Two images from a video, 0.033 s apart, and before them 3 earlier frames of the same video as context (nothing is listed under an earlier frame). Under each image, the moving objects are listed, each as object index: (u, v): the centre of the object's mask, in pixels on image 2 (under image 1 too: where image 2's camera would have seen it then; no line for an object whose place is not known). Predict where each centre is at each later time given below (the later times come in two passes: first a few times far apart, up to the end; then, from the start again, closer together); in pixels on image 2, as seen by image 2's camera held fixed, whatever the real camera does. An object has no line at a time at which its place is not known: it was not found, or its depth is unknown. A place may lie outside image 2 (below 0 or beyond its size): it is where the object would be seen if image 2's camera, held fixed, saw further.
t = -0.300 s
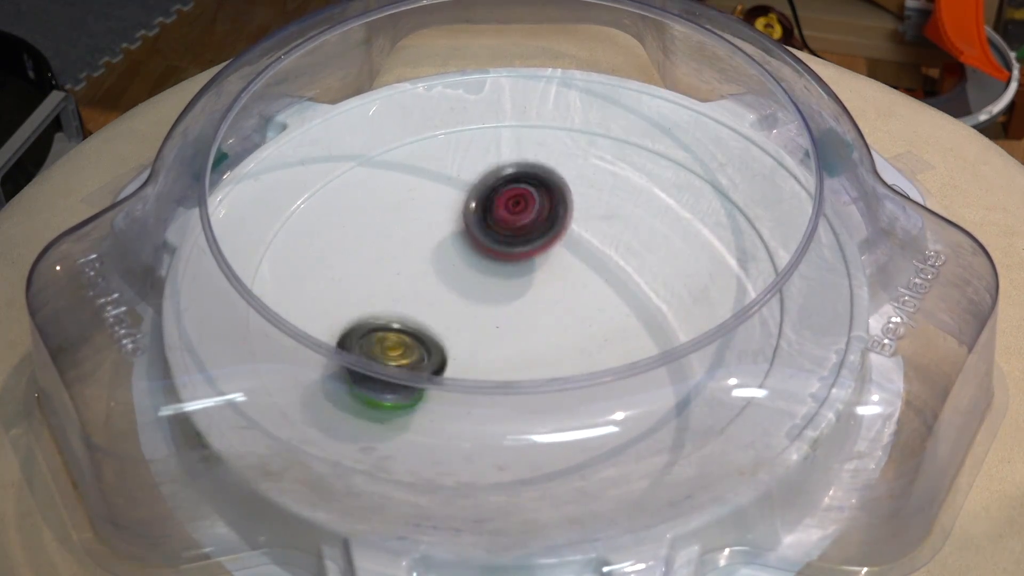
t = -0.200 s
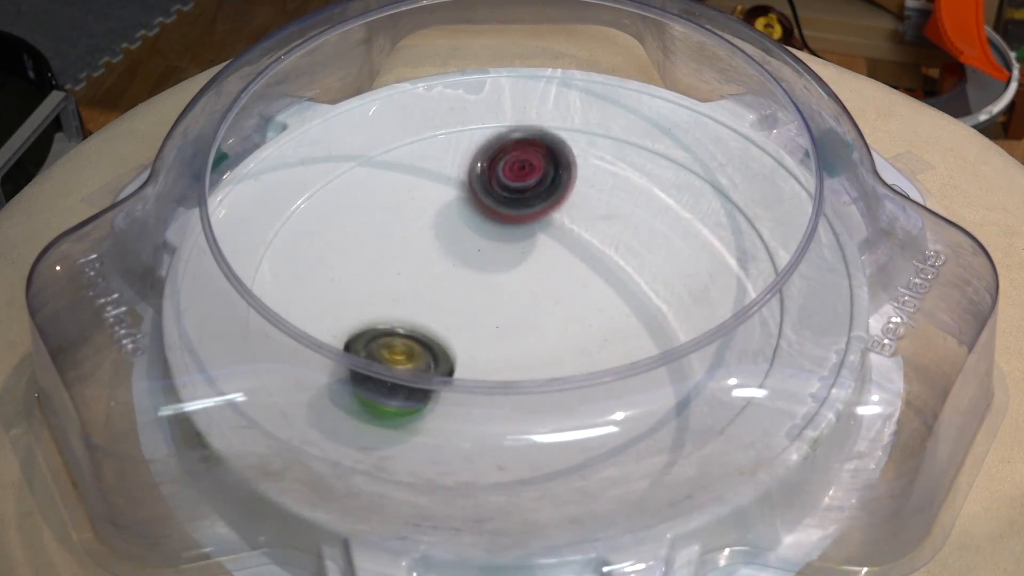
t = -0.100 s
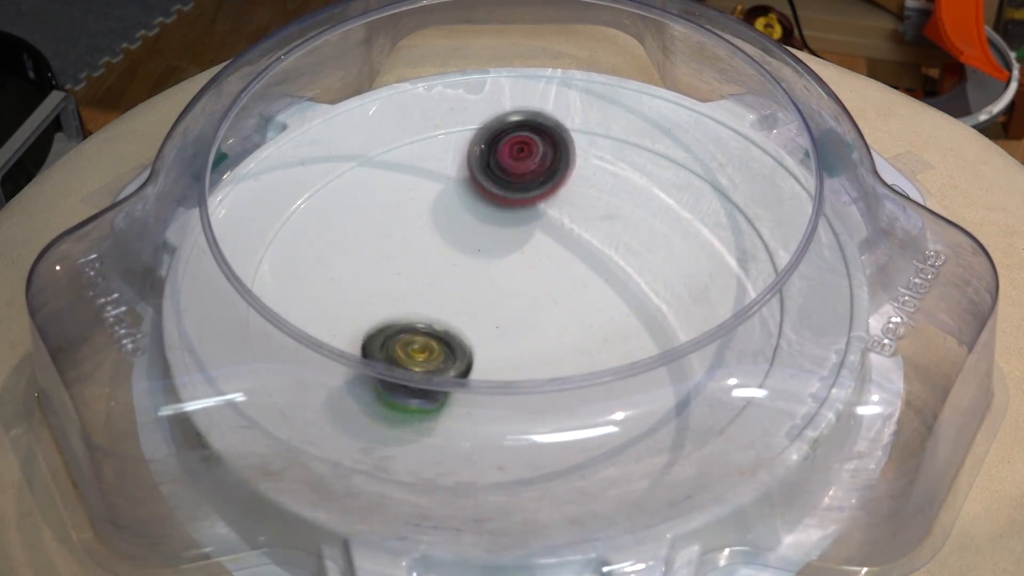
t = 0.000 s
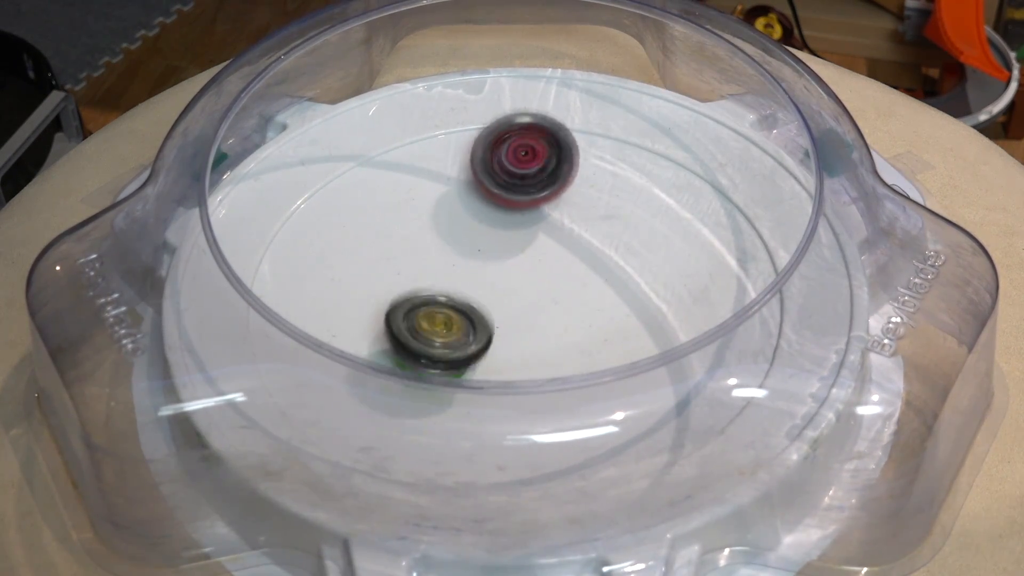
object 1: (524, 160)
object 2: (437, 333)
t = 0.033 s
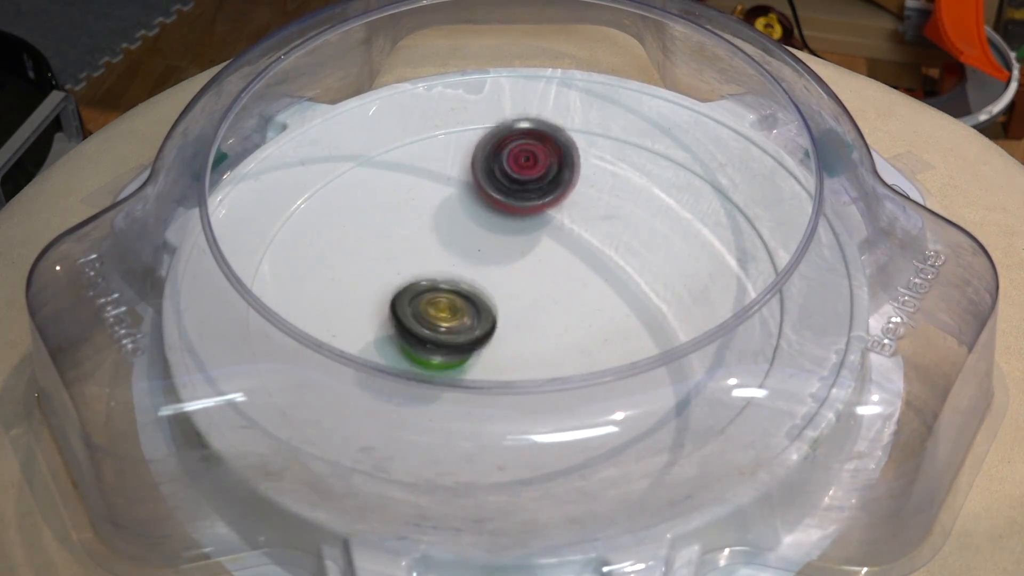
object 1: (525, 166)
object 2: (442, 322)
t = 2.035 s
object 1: (449, 267)
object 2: (669, 350)
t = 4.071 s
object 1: (706, 221)
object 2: (425, 304)
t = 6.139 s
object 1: (532, 348)
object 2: (562, 276)
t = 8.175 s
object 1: (443, 324)
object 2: (551, 268)
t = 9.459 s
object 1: (462, 267)
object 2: (554, 318)
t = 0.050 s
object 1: (525, 169)
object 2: (442, 315)
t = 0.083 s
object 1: (524, 177)
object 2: (444, 300)
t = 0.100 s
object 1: (523, 182)
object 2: (445, 292)
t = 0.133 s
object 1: (519, 191)
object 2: (446, 278)
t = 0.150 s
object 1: (517, 197)
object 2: (445, 273)
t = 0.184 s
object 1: (522, 197)
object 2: (431, 269)
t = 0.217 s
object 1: (533, 194)
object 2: (414, 269)
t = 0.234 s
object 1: (536, 194)
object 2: (405, 268)
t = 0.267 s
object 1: (541, 193)
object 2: (388, 269)
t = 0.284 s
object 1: (543, 193)
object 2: (381, 271)
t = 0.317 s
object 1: (543, 196)
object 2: (375, 274)
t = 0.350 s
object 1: (540, 202)
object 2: (374, 278)
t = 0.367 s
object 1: (537, 206)
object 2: (376, 280)
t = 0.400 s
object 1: (528, 215)
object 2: (382, 284)
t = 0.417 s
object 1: (521, 219)
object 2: (385, 285)
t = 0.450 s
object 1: (510, 227)
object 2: (396, 290)
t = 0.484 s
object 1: (500, 235)
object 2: (410, 294)
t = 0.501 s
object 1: (498, 237)
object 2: (414, 297)
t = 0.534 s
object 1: (506, 233)
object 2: (414, 311)
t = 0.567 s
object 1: (510, 229)
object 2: (413, 319)
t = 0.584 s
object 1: (513, 228)
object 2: (413, 322)
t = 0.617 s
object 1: (518, 227)
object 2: (422, 327)
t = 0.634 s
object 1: (520, 227)
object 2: (427, 328)
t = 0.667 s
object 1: (520, 227)
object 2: (443, 332)
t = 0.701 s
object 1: (517, 229)
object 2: (462, 330)
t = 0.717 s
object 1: (514, 231)
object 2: (470, 328)
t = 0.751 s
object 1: (509, 236)
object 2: (489, 322)
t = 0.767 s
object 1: (506, 233)
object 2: (497, 325)
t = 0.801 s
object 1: (503, 221)
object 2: (511, 333)
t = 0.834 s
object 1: (500, 213)
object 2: (525, 335)
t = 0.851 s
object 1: (500, 211)
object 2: (530, 336)
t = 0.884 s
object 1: (498, 208)
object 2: (545, 335)
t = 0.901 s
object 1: (497, 209)
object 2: (553, 335)
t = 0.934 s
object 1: (495, 211)
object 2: (570, 331)
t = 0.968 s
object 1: (495, 217)
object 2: (583, 325)
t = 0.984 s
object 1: (495, 220)
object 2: (589, 320)
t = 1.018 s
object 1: (493, 227)
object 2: (598, 306)
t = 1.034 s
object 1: (493, 231)
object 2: (602, 299)
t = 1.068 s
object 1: (494, 239)
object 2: (603, 283)
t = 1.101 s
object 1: (488, 248)
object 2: (604, 270)
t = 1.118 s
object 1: (465, 247)
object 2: (621, 265)
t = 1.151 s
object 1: (426, 244)
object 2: (652, 256)
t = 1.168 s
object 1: (409, 243)
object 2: (663, 252)
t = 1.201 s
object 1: (379, 240)
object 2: (679, 245)
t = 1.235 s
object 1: (355, 236)
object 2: (689, 237)
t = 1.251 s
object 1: (346, 233)
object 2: (692, 233)
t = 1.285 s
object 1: (332, 230)
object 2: (690, 225)
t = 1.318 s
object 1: (324, 224)
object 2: (684, 219)
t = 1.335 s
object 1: (323, 222)
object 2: (679, 216)
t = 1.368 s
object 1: (323, 218)
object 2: (669, 212)
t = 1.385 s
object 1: (325, 216)
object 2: (661, 212)
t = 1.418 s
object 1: (336, 213)
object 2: (646, 213)
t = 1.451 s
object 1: (350, 212)
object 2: (630, 218)
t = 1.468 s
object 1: (358, 210)
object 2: (622, 220)
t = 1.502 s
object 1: (378, 210)
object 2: (603, 227)
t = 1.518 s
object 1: (388, 210)
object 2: (595, 231)
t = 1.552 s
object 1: (408, 211)
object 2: (579, 239)
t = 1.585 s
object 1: (431, 213)
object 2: (563, 249)
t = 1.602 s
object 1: (442, 214)
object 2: (554, 254)
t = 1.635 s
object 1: (446, 210)
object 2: (555, 269)
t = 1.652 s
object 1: (440, 205)
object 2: (566, 279)
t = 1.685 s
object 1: (428, 200)
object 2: (584, 299)
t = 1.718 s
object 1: (417, 197)
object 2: (600, 317)
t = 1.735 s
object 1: (414, 197)
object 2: (606, 323)
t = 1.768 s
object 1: (407, 199)
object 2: (621, 331)
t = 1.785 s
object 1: (405, 201)
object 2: (627, 343)
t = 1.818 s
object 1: (405, 207)
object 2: (637, 351)
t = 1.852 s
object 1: (406, 215)
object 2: (649, 358)
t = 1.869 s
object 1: (409, 219)
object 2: (649, 358)
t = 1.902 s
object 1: (414, 229)
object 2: (659, 367)
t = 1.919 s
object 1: (417, 234)
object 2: (661, 367)
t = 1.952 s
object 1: (426, 244)
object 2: (668, 365)
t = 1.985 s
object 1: (434, 253)
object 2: (670, 364)
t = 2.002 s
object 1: (439, 258)
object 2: (670, 364)
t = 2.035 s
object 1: (449, 267)
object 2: (669, 350)
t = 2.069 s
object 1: (458, 274)
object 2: (665, 342)
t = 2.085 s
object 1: (464, 277)
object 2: (665, 337)
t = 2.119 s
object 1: (471, 281)
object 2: (656, 323)
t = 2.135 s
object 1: (475, 284)
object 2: (655, 318)
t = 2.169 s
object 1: (480, 290)
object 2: (647, 313)
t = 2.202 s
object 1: (486, 296)
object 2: (634, 305)
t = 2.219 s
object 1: (488, 298)
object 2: (625, 300)
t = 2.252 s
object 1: (491, 307)
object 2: (607, 295)
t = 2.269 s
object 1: (480, 313)
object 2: (604, 290)
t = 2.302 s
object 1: (450, 326)
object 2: (608, 278)
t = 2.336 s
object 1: (426, 333)
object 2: (609, 269)
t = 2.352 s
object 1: (417, 334)
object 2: (606, 266)
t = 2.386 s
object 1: (403, 336)
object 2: (601, 262)
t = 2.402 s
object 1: (399, 337)
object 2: (597, 260)
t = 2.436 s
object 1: (392, 337)
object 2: (582, 259)
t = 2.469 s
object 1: (391, 338)
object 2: (566, 260)
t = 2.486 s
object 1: (391, 338)
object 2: (555, 260)
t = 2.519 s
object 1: (394, 338)
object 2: (540, 262)
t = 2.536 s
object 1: (396, 338)
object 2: (533, 264)
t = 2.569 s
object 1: (402, 337)
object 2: (518, 266)
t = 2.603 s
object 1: (408, 337)
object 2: (506, 269)
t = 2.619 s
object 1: (412, 337)
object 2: (502, 270)
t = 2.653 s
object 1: (422, 336)
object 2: (491, 272)
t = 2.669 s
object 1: (427, 336)
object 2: (486, 272)
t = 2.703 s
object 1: (430, 342)
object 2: (483, 264)
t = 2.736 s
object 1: (427, 363)
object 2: (490, 244)
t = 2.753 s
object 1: (426, 373)
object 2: (495, 235)
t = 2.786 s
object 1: (427, 390)
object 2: (498, 220)
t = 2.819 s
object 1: (431, 399)
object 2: (500, 209)
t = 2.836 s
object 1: (433, 403)
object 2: (498, 204)
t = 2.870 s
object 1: (438, 406)
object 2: (497, 198)
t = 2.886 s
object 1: (442, 408)
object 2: (494, 194)
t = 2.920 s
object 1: (448, 416)
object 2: (489, 191)
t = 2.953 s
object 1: (455, 408)
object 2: (481, 190)
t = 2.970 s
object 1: (458, 407)
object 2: (479, 191)
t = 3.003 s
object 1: (467, 404)
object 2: (473, 193)
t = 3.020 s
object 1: (469, 402)
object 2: (468, 193)
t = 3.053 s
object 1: (478, 397)
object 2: (463, 198)
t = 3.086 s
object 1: (485, 395)
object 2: (458, 203)
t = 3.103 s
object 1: (490, 381)
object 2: (459, 206)
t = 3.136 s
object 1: (497, 379)
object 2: (458, 212)
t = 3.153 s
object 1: (500, 374)
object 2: (458, 216)
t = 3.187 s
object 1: (507, 366)
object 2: (462, 222)
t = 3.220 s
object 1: (514, 353)
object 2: (465, 227)
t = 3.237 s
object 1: (516, 351)
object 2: (467, 230)
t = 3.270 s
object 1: (523, 345)
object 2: (472, 234)
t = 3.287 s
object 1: (524, 343)
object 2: (477, 236)
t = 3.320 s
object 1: (530, 338)
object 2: (484, 239)
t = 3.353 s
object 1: (537, 333)
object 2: (491, 243)
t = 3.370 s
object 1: (542, 329)
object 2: (497, 245)
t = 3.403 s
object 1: (551, 323)
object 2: (503, 248)
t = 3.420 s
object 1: (558, 321)
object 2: (506, 249)
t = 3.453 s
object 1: (574, 320)
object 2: (509, 248)
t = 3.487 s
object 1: (588, 319)
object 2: (514, 248)
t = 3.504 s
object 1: (594, 318)
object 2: (514, 247)
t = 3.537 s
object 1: (603, 315)
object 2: (518, 250)
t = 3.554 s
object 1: (607, 313)
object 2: (521, 251)
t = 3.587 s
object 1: (613, 309)
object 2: (524, 254)
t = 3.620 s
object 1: (617, 304)
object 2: (528, 257)
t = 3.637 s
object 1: (621, 303)
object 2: (529, 257)
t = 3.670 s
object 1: (630, 302)
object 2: (523, 256)
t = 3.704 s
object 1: (638, 297)
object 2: (516, 257)
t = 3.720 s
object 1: (640, 295)
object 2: (516, 259)
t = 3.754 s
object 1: (644, 290)
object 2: (514, 261)
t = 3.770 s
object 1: (644, 288)
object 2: (513, 263)
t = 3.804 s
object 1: (645, 282)
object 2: (514, 266)
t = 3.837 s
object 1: (644, 277)
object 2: (518, 270)
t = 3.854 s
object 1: (642, 274)
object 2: (518, 270)
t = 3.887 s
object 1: (639, 269)
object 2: (521, 275)
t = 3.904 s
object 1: (638, 267)
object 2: (524, 275)
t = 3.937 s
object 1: (645, 259)
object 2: (512, 280)
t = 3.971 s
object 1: (673, 246)
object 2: (481, 287)
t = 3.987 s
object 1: (684, 240)
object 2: (470, 289)
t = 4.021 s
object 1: (697, 230)
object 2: (447, 296)
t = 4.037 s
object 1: (703, 226)
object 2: (437, 298)
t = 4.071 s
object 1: (706, 221)
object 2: (425, 304)
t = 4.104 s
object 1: (704, 217)
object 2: (413, 310)
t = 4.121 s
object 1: (703, 215)
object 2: (411, 313)
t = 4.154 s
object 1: (697, 214)
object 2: (407, 317)
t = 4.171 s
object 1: (694, 214)
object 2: (405, 320)
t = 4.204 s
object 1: (685, 214)
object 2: (405, 323)
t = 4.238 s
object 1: (673, 216)
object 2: (408, 326)
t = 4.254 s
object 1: (668, 216)
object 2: (407, 328)
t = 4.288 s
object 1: (652, 218)
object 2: (409, 331)
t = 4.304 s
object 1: (645, 220)
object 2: (410, 331)
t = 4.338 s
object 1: (629, 222)
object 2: (412, 333)
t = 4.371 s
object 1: (611, 225)
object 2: (415, 333)
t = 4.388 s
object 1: (603, 226)
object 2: (417, 333)
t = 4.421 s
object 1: (585, 228)
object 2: (420, 333)
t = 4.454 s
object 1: (566, 231)
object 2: (425, 332)
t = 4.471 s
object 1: (559, 233)
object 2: (426, 332)
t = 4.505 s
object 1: (542, 236)
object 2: (432, 330)
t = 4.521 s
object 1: (535, 239)
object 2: (434, 328)
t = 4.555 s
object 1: (521, 241)
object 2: (438, 327)
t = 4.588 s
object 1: (508, 241)
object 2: (442, 324)
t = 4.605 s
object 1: (502, 242)
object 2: (444, 322)
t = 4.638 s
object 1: (491, 241)
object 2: (448, 318)
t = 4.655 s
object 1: (487, 239)
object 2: (447, 319)
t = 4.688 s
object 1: (485, 226)
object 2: (443, 332)
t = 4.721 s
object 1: (483, 218)
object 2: (445, 336)
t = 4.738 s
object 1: (480, 214)
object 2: (443, 339)
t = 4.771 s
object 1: (474, 211)
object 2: (447, 341)
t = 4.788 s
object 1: (472, 209)
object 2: (447, 342)
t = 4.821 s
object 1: (465, 211)
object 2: (453, 343)
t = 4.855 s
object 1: (460, 215)
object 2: (455, 343)
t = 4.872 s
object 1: (458, 217)
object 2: (458, 343)
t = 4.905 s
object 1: (453, 223)
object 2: (459, 343)
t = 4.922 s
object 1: (451, 228)
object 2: (462, 342)
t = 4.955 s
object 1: (447, 235)
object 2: (463, 341)
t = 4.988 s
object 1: (444, 243)
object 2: (465, 340)
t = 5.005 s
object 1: (443, 248)
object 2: (466, 339)
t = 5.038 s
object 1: (441, 254)
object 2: (469, 336)
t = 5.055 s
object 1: (438, 255)
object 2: (472, 338)
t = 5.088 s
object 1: (427, 246)
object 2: (486, 347)
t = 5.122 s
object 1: (419, 239)
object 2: (501, 364)
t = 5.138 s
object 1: (416, 235)
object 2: (506, 369)
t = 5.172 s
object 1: (413, 235)
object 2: (520, 375)
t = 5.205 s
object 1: (411, 239)
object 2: (528, 378)
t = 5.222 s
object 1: (411, 241)
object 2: (534, 378)
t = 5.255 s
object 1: (411, 248)
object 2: (540, 377)
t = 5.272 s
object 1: (412, 253)
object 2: (543, 374)
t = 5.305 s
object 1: (414, 262)
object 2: (548, 369)
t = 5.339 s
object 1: (417, 271)
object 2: (551, 362)
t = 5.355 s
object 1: (418, 276)
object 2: (555, 359)
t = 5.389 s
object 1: (423, 284)
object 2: (553, 346)
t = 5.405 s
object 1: (426, 289)
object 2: (556, 344)
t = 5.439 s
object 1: (430, 298)
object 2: (552, 341)
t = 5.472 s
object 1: (436, 307)
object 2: (551, 336)
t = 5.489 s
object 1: (439, 311)
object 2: (550, 336)
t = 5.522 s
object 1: (430, 313)
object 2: (563, 332)
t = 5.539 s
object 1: (426, 313)
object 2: (571, 332)
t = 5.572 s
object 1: (423, 315)
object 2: (578, 330)
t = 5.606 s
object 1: (425, 319)
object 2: (585, 327)
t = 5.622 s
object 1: (427, 321)
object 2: (587, 326)
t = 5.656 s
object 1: (432, 326)
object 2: (588, 323)
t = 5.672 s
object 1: (436, 328)
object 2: (590, 320)
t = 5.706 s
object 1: (444, 332)
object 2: (588, 317)
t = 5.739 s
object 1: (452, 335)
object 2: (587, 313)
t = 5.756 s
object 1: (457, 337)
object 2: (587, 312)
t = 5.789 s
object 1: (466, 340)
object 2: (582, 310)
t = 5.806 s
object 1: (470, 342)
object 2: (581, 308)
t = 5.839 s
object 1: (480, 344)
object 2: (578, 306)
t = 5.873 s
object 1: (481, 348)
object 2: (580, 300)
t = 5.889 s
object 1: (484, 349)
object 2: (583, 296)
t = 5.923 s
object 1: (488, 350)
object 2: (581, 293)
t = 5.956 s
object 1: (495, 351)
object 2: (579, 287)
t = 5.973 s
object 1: (497, 352)
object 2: (580, 286)
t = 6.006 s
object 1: (504, 352)
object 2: (575, 283)
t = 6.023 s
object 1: (508, 352)
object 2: (573, 281)
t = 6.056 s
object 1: (514, 352)
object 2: (571, 279)
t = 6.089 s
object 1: (521, 351)
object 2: (566, 278)
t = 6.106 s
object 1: (526, 350)
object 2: (565, 277)
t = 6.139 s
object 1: (532, 348)
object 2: (562, 276)
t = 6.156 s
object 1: (536, 348)
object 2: (558, 275)
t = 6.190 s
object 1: (540, 352)
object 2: (558, 265)
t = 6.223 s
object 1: (543, 370)
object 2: (556, 248)
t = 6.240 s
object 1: (545, 374)
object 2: (555, 241)
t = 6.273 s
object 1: (549, 378)
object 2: (553, 228)
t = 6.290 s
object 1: (550, 378)
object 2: (551, 223)
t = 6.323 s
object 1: (552, 378)
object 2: (548, 217)
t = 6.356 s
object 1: (554, 377)
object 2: (544, 212)
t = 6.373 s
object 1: (555, 377)
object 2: (542, 211)
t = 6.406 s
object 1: (557, 375)
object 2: (539, 212)
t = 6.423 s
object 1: (557, 373)
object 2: (535, 212)
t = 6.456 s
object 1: (558, 367)
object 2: (532, 215)
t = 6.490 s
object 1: (559, 361)
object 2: (531, 221)
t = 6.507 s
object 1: (559, 351)
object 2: (527, 224)
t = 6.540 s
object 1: (559, 347)
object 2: (526, 230)
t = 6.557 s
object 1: (559, 345)
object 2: (526, 233)
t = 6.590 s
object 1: (560, 342)
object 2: (524, 241)
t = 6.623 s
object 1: (560, 337)
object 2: (524, 248)
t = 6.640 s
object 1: (560, 334)
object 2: (525, 251)
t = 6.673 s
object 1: (560, 330)
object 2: (526, 255)
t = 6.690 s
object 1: (564, 333)
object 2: (524, 251)
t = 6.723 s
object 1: (571, 339)
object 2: (517, 241)
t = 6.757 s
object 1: (575, 343)
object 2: (515, 232)
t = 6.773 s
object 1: (576, 344)
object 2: (514, 230)
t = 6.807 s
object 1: (576, 344)
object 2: (511, 228)
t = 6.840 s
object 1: (574, 343)
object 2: (510, 228)
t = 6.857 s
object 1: (572, 343)
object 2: (511, 229)
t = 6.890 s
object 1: (569, 341)
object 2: (513, 231)
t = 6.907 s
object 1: (567, 339)
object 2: (514, 233)
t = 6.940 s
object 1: (563, 337)
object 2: (515, 235)
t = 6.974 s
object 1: (558, 335)
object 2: (519, 237)
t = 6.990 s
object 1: (555, 334)
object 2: (521, 238)
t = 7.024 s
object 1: (549, 329)
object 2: (524, 241)
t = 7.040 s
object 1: (548, 328)
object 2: (524, 242)
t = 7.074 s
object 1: (542, 321)
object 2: (526, 241)
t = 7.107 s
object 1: (539, 325)
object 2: (528, 238)
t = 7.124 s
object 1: (538, 325)
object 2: (528, 236)
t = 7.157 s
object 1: (535, 324)
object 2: (526, 235)
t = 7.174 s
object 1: (532, 325)
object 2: (525, 235)
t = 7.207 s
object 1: (528, 322)
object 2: (524, 234)
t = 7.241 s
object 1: (523, 319)
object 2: (525, 234)
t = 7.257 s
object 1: (521, 317)
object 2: (526, 234)
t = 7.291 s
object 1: (517, 316)
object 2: (526, 234)
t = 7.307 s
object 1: (515, 316)
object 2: (525, 234)
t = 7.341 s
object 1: (510, 316)
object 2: (525, 234)
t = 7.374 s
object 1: (505, 324)
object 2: (527, 231)
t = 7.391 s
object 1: (502, 325)
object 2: (526, 229)
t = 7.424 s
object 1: (496, 327)
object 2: (524, 227)
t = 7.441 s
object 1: (494, 327)
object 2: (524, 226)
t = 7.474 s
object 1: (488, 328)
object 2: (521, 227)
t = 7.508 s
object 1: (483, 327)
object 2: (520, 227)
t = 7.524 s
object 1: (481, 326)
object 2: (520, 228)
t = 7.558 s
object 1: (476, 326)
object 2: (520, 231)
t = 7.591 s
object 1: (472, 325)
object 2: (519, 234)
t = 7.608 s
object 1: (471, 325)
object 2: (517, 236)
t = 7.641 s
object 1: (468, 323)
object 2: (517, 239)
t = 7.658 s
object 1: (466, 323)
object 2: (518, 240)
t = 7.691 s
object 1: (464, 320)
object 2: (519, 243)
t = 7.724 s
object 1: (463, 319)
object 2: (520, 248)
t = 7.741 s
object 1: (462, 319)
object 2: (521, 250)
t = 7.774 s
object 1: (460, 319)
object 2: (521, 252)
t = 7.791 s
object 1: (458, 319)
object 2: (522, 253)
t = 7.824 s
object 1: (456, 319)
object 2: (525, 255)
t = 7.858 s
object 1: (457, 319)
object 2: (528, 257)
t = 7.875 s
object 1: (455, 321)
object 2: (529, 258)
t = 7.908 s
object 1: (446, 327)
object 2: (539, 255)
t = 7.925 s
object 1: (444, 328)
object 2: (541, 254)
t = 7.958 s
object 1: (441, 329)
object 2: (545, 252)
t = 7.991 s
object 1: (439, 330)
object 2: (548, 251)
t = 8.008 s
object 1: (438, 329)
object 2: (550, 252)
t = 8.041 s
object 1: (438, 328)
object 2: (553, 253)
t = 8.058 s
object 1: (438, 329)
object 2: (553, 254)
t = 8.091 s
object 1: (439, 327)
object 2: (555, 257)
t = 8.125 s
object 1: (440, 326)
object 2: (555, 261)
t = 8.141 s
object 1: (441, 326)
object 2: (554, 263)
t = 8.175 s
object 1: (443, 324)
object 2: (551, 268)
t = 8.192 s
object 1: (445, 323)
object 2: (551, 270)
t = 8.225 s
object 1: (449, 321)
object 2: (550, 275)
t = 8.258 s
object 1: (452, 319)
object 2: (549, 279)
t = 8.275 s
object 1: (450, 321)
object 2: (552, 280)
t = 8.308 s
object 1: (446, 322)
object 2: (558, 280)
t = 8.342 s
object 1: (446, 322)
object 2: (562, 281)
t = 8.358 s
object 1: (445, 322)
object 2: (564, 282)
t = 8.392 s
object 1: (448, 321)
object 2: (565, 285)
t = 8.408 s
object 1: (450, 320)
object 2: (564, 287)
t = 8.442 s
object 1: (454, 318)
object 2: (563, 290)
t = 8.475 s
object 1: (453, 318)
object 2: (566, 291)
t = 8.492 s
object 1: (451, 317)
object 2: (570, 291)
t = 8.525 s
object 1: (449, 316)
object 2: (573, 291)
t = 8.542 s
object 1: (448, 316)
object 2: (573, 291)
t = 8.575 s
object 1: (450, 314)
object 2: (574, 292)
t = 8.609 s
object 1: (452, 313)
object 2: (575, 293)
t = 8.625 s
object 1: (455, 312)
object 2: (575, 294)
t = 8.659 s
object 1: (458, 310)
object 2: (574, 296)
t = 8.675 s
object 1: (456, 309)
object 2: (577, 296)
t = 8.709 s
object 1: (451, 308)
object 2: (583, 296)
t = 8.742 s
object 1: (449, 307)
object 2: (585, 296)
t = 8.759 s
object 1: (450, 306)
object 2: (585, 297)
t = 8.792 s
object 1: (451, 304)
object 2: (584, 298)
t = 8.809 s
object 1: (452, 303)
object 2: (584, 299)
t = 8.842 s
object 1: (454, 301)
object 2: (581, 302)
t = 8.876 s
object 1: (457, 299)
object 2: (578, 303)
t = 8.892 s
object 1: (459, 298)
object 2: (575, 304)
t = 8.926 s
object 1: (458, 295)
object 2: (575, 305)
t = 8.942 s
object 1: (456, 294)
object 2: (577, 306)
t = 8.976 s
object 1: (454, 292)
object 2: (577, 307)
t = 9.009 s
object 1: (455, 290)
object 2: (576, 307)
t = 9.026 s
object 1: (456, 289)
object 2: (574, 308)
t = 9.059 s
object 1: (458, 287)
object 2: (571, 308)
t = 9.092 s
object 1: (458, 285)
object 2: (571, 309)
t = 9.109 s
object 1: (453, 282)
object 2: (574, 310)
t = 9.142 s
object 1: (448, 279)
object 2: (580, 311)
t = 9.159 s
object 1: (445, 278)
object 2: (580, 312)
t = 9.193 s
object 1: (443, 276)
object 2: (580, 312)
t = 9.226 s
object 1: (444, 273)
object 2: (579, 313)
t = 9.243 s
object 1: (444, 273)
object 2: (579, 314)
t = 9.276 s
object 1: (446, 271)
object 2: (576, 315)
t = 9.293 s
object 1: (448, 270)
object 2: (575, 315)
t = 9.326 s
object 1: (451, 269)
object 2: (571, 316)
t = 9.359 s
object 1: (453, 268)
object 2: (567, 317)
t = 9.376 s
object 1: (454, 267)
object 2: (565, 317)
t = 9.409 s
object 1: (458, 267)
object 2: (561, 318)
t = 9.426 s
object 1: (459, 267)
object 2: (558, 318)
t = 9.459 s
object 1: (462, 267)
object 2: (554, 318)
